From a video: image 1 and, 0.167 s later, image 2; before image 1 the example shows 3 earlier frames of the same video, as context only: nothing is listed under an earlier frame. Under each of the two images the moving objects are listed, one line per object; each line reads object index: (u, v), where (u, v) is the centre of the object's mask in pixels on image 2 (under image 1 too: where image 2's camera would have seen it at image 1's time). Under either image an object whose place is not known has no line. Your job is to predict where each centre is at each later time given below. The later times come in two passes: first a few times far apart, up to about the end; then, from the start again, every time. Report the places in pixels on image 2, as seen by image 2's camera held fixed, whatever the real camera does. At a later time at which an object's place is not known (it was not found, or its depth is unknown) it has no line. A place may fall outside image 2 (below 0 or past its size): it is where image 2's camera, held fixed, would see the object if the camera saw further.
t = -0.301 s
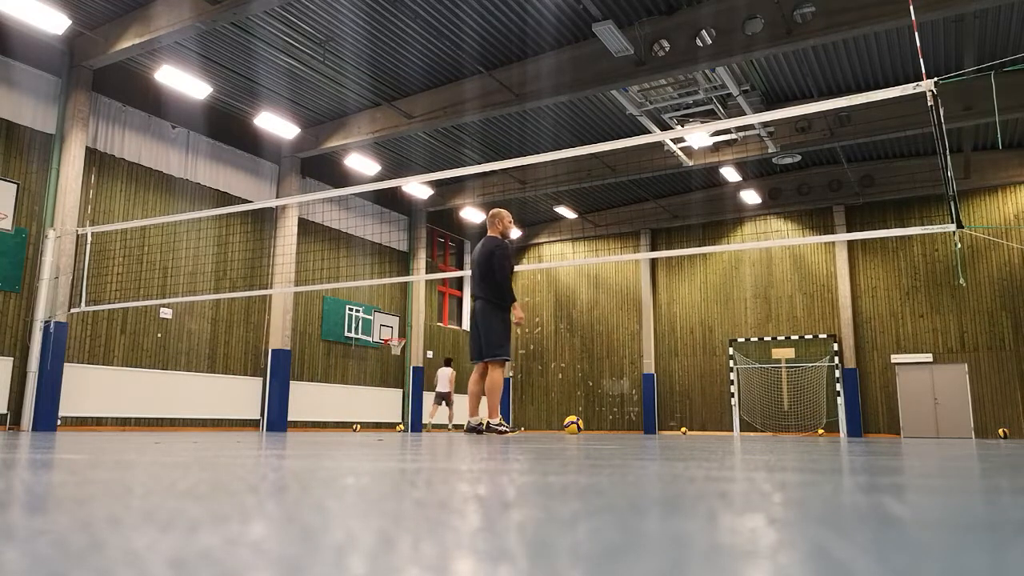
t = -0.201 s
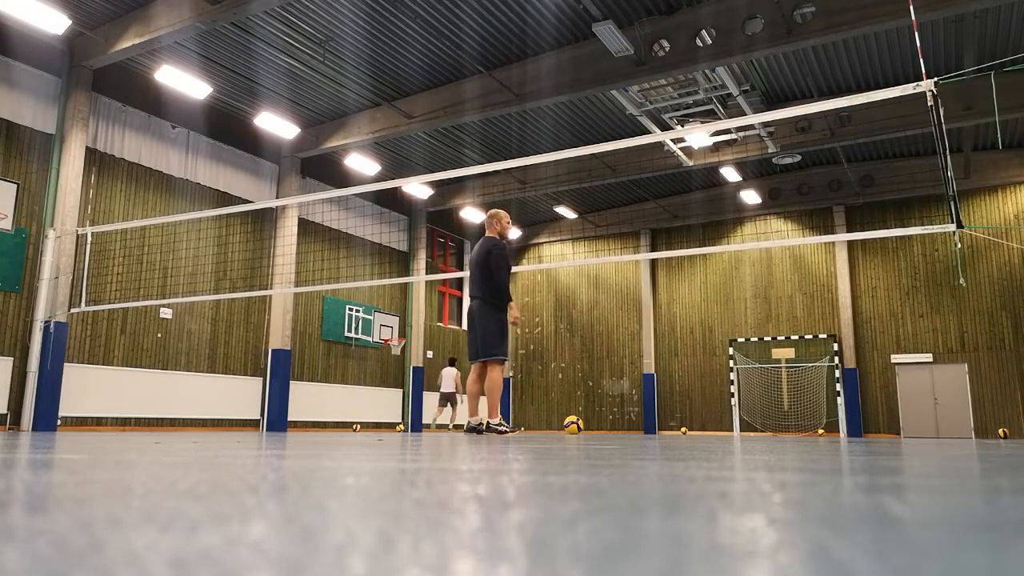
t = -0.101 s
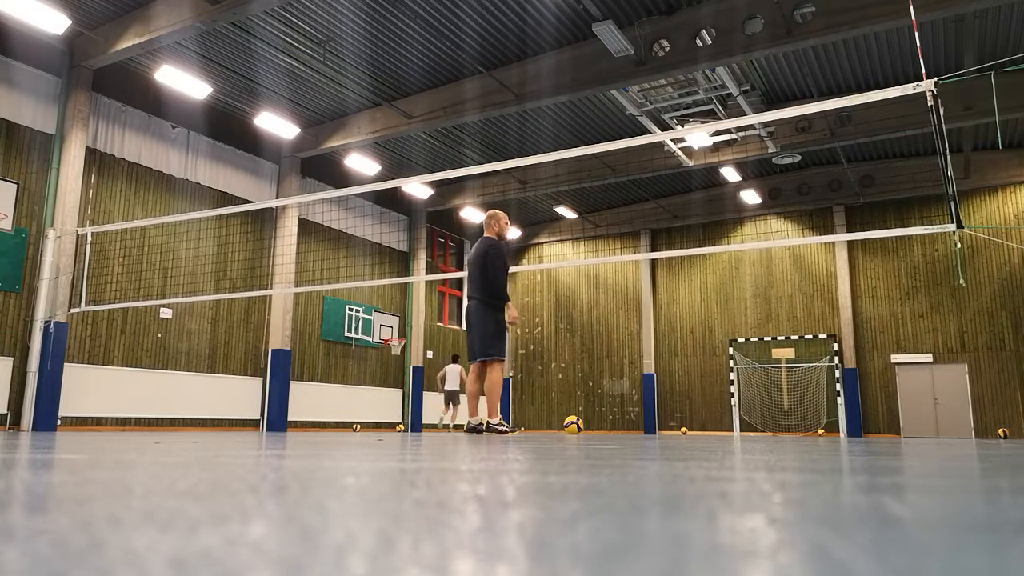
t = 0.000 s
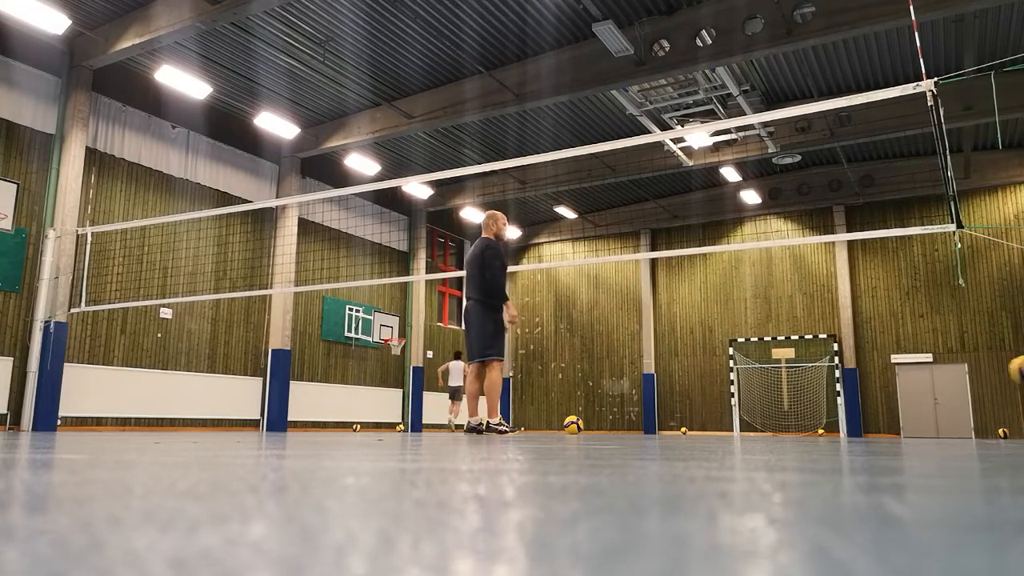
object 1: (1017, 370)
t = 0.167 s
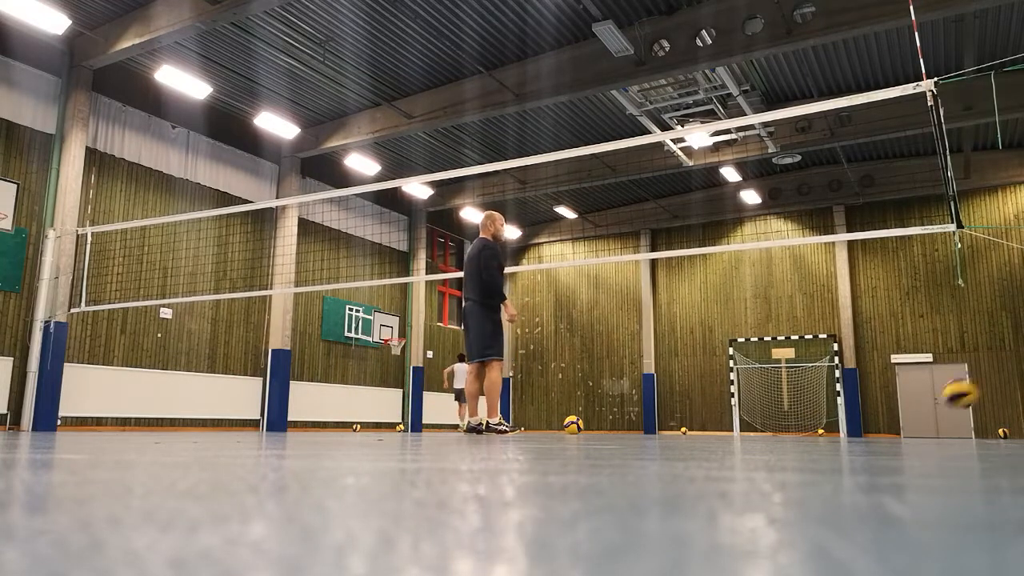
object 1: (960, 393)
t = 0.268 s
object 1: (922, 424)
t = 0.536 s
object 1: (812, 390)
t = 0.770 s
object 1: (725, 411)
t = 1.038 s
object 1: (633, 411)
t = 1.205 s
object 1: (578, 407)
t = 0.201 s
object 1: (947, 403)
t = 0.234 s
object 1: (934, 413)
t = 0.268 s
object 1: (922, 424)
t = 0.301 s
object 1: (906, 415)
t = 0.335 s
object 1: (892, 407)
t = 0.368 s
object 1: (877, 400)
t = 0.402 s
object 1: (864, 396)
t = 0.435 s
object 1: (852, 393)
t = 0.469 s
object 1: (838, 391)
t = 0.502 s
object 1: (824, 389)
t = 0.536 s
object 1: (812, 390)
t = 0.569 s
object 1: (799, 393)
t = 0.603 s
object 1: (785, 397)
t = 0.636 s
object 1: (773, 403)
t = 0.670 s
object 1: (762, 411)
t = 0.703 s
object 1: (752, 419)
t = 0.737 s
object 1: (739, 418)
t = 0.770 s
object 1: (725, 411)
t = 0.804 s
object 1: (713, 406)
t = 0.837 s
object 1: (700, 402)
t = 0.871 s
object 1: (688, 400)
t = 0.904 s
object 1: (677, 400)
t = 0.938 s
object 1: (666, 402)
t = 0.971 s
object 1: (656, 404)
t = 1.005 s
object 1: (644, 407)
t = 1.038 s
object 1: (633, 411)
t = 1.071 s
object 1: (622, 418)
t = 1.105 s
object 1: (609, 417)
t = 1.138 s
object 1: (598, 411)
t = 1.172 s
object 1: (588, 408)
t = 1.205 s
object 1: (578, 407)
